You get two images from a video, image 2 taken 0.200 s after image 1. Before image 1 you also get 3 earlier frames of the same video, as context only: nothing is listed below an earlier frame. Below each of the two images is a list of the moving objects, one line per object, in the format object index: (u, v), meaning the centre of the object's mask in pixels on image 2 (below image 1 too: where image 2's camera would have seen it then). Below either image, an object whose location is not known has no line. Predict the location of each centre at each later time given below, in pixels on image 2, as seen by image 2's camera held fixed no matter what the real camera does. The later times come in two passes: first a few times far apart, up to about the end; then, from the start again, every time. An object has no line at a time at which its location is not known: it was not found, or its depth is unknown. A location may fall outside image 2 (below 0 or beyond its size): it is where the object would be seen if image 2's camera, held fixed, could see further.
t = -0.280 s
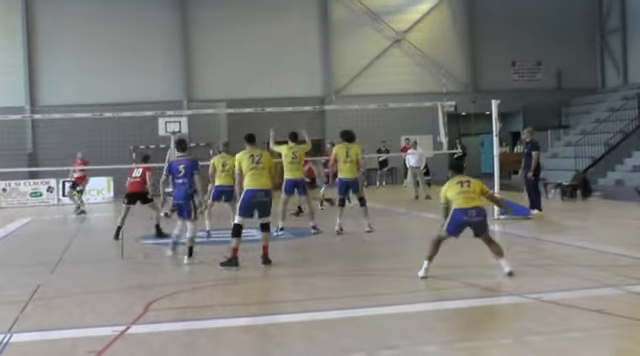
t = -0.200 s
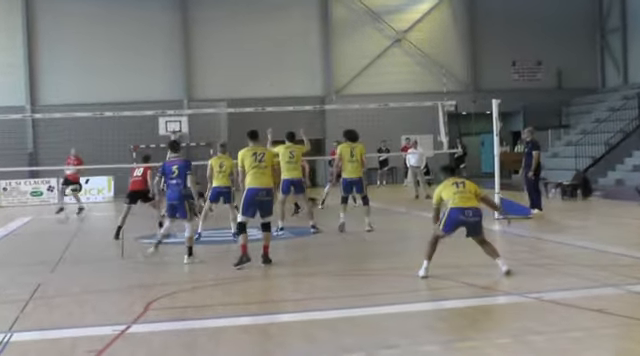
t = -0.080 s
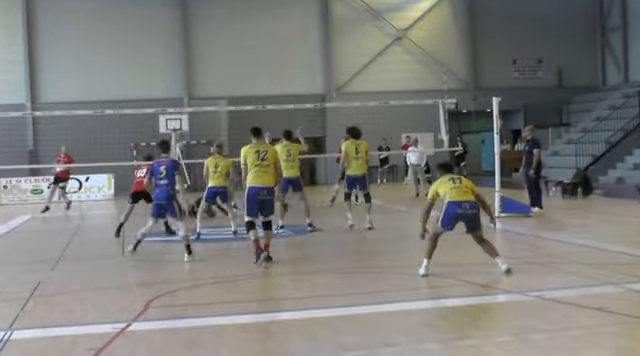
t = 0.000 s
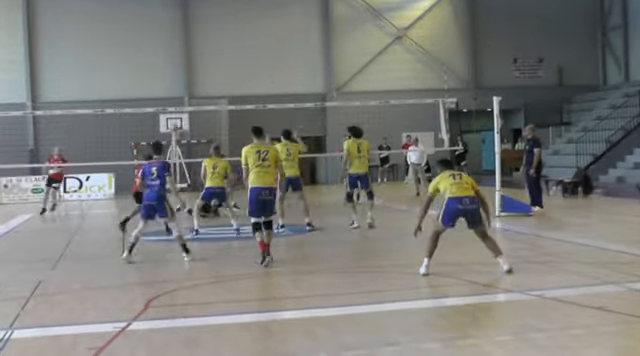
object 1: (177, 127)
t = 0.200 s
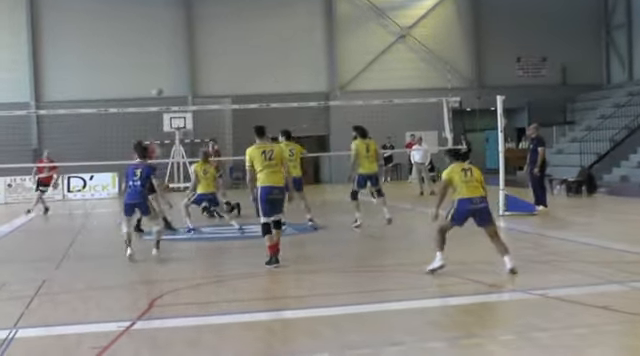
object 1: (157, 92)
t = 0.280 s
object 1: (149, 82)
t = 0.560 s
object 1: (121, 68)
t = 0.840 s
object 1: (90, 90)
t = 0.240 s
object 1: (153, 87)
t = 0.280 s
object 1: (149, 82)
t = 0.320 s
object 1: (145, 78)
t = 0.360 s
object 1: (142, 75)
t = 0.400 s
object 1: (137, 71)
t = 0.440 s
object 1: (133, 69)
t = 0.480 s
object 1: (130, 68)
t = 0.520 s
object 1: (124, 68)
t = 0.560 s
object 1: (121, 68)
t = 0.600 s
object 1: (117, 69)
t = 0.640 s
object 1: (112, 70)
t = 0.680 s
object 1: (107, 74)
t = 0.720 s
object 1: (103, 76)
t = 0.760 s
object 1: (99, 80)
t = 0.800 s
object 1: (94, 86)
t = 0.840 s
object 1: (90, 90)
